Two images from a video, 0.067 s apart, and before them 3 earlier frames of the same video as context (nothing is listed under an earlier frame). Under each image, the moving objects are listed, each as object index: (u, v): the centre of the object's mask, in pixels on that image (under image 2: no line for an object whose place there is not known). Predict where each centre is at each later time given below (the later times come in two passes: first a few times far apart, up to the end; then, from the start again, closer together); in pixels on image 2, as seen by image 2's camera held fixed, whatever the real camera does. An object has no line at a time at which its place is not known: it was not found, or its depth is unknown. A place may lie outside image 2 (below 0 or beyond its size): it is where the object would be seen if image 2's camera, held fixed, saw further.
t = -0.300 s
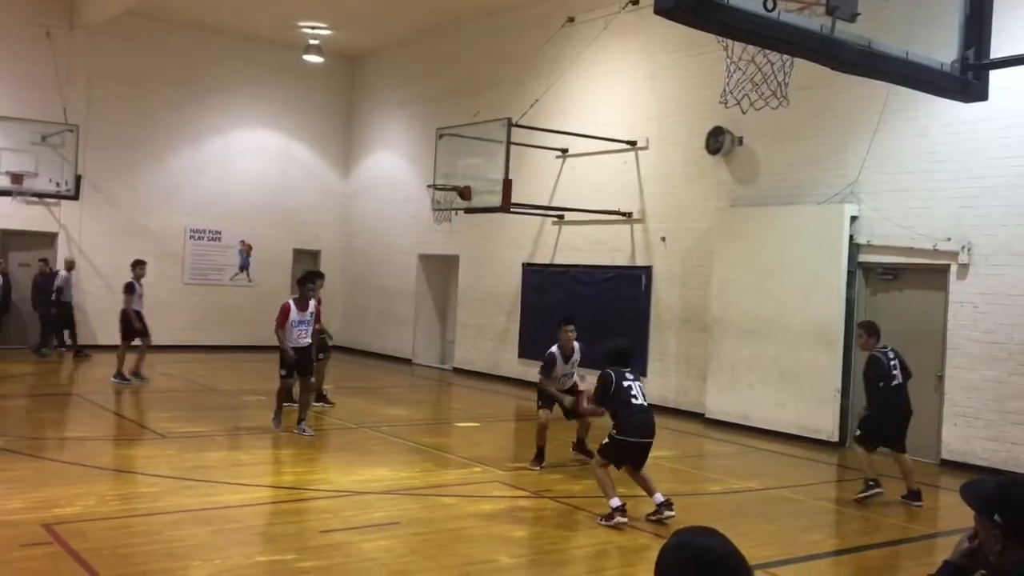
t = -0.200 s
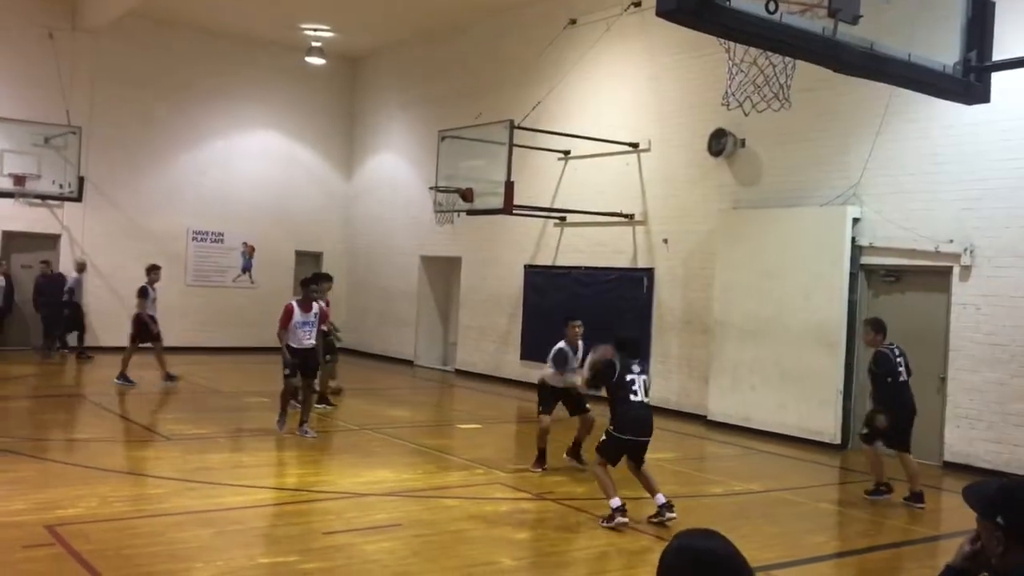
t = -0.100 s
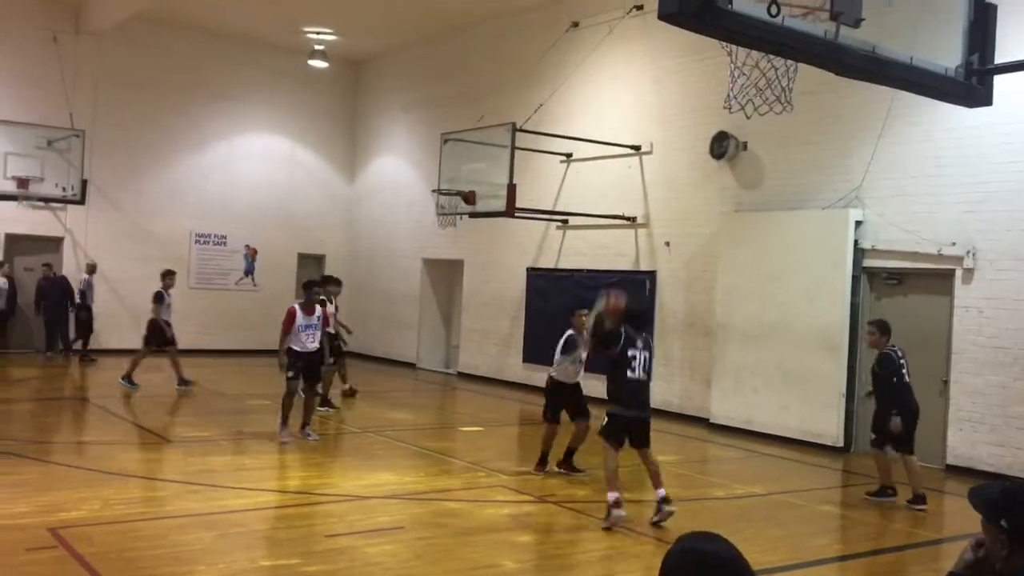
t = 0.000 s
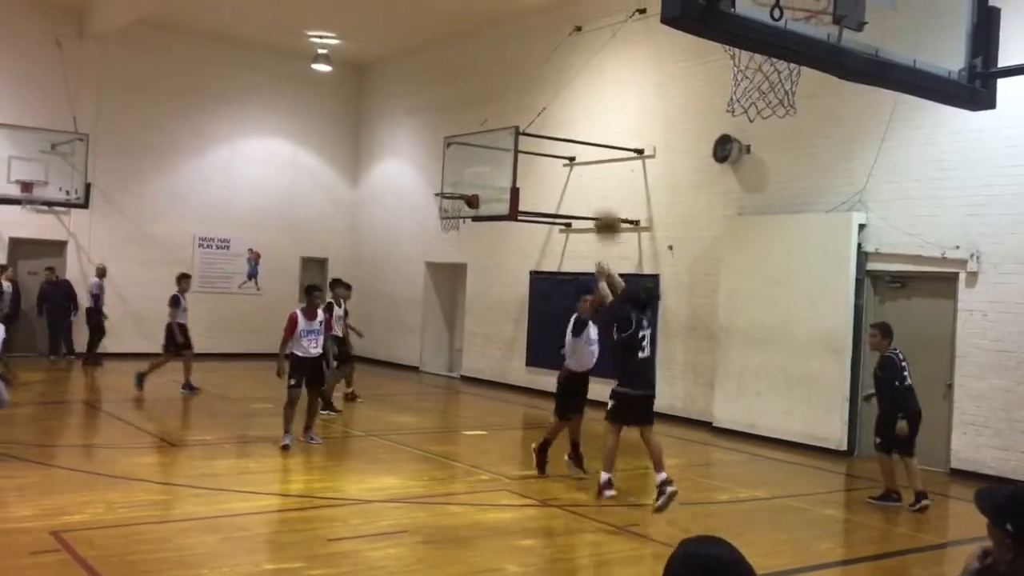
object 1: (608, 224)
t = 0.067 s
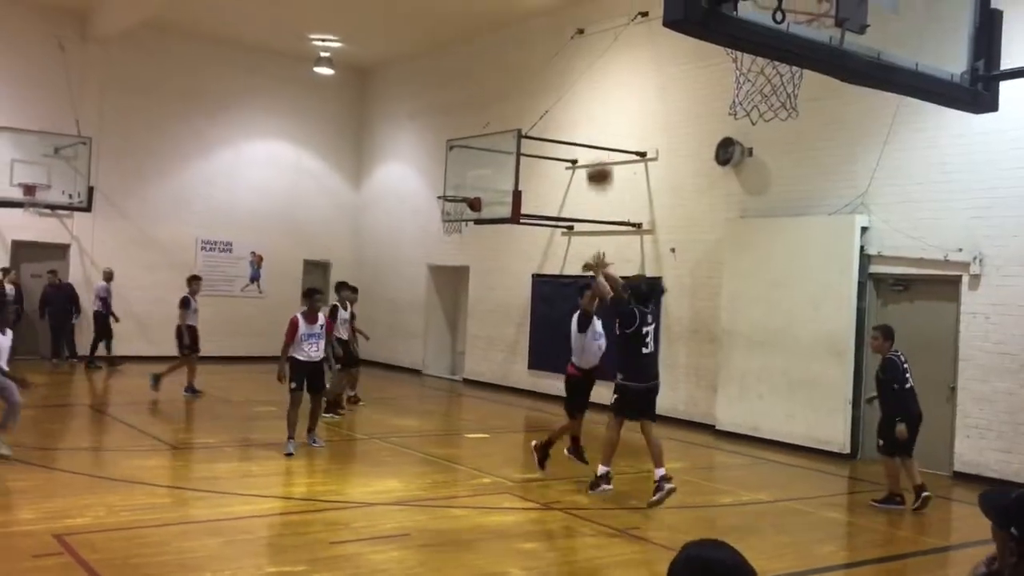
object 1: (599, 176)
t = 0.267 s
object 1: (573, 64)
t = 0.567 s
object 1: (540, 0)
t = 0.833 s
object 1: (511, 14)
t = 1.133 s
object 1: (482, 92)
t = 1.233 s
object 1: (473, 128)
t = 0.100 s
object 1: (595, 151)
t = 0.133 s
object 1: (589, 130)
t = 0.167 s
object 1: (585, 110)
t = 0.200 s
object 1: (581, 94)
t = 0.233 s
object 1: (577, 78)
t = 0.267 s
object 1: (573, 64)
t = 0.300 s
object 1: (569, 51)
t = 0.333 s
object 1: (565, 39)
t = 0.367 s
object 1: (562, 30)
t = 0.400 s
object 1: (558, 22)
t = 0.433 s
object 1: (554, 15)
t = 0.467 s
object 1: (551, 10)
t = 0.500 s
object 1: (547, 5)
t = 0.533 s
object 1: (543, 2)
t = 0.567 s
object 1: (540, 0)
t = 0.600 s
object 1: (535, -2)
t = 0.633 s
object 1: (531, -2)
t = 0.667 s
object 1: (528, -1)
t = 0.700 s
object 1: (524, 0)
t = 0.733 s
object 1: (522, 1)
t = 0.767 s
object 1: (518, 4)
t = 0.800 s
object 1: (515, 9)
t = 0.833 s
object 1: (511, 14)
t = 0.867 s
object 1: (508, 20)
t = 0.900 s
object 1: (505, 26)
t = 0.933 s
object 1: (502, 33)
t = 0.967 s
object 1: (498, 42)
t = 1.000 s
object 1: (495, 50)
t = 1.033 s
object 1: (492, 60)
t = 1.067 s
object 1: (489, 70)
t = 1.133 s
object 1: (482, 92)
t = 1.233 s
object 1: (473, 128)
